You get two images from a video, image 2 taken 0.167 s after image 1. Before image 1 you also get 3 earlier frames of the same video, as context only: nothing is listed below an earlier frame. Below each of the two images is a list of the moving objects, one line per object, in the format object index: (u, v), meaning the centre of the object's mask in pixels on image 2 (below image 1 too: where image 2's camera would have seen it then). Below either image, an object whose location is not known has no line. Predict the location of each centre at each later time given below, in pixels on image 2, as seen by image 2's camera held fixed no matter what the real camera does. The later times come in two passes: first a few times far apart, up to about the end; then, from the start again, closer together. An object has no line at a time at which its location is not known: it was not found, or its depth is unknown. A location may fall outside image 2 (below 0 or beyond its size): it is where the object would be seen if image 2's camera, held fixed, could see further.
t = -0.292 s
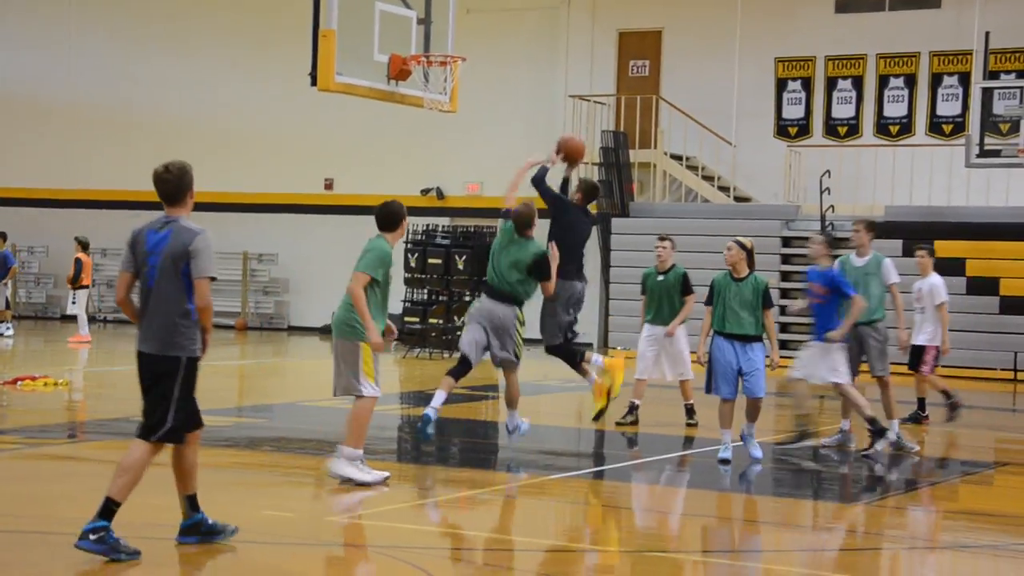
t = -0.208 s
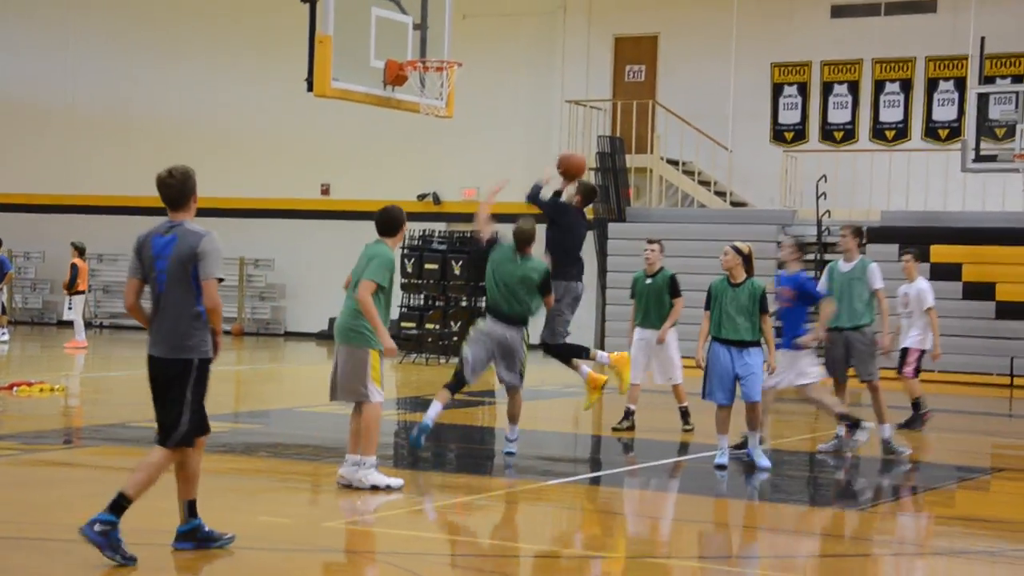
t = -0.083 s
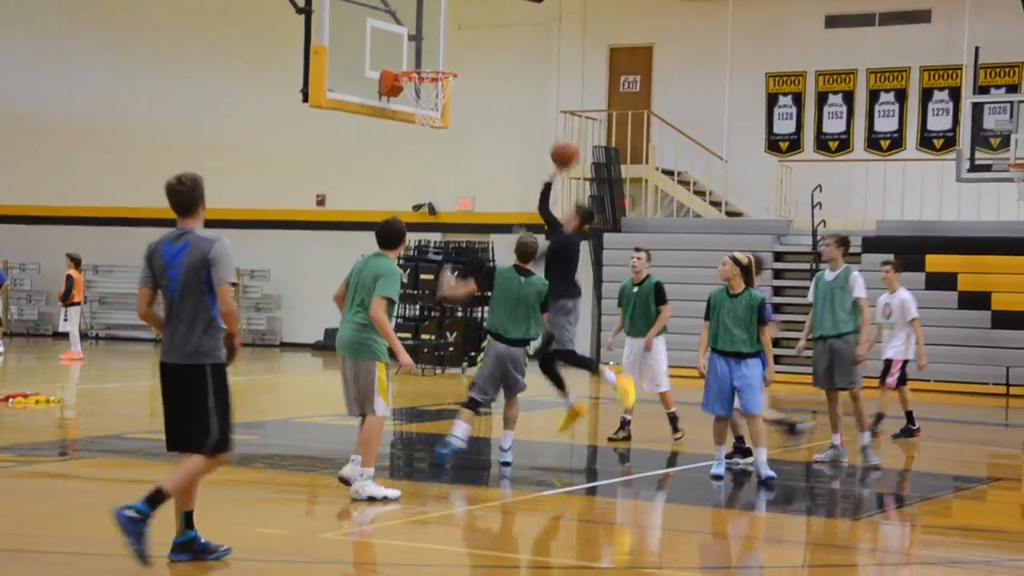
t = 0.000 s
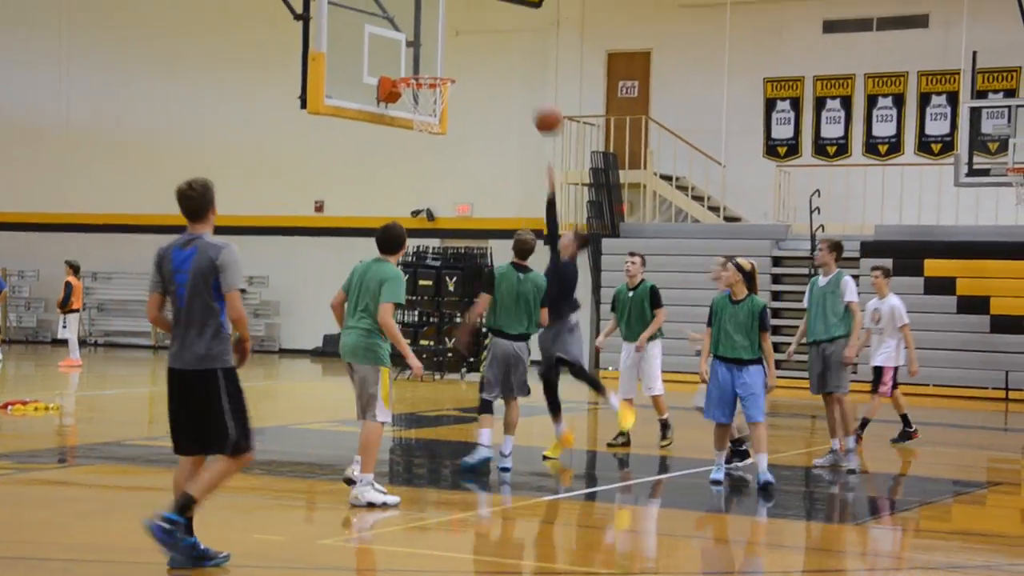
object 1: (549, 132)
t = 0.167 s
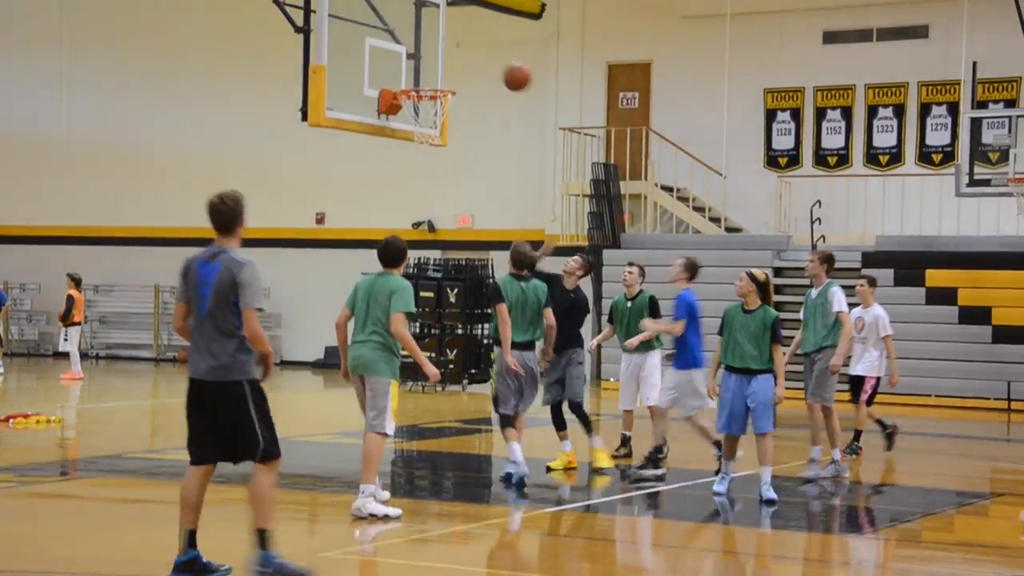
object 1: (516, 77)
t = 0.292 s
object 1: (492, 58)
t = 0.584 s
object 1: (433, 82)
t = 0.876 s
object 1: (384, 185)
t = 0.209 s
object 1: (508, 68)
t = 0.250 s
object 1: (500, 62)
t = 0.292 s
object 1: (492, 58)
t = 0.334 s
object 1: (484, 55)
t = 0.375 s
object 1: (476, 55)
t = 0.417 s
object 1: (467, 56)
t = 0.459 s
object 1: (459, 61)
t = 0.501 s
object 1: (450, 67)
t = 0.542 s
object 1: (441, 75)
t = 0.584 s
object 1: (433, 82)
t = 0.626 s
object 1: (427, 100)
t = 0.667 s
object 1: (416, 112)
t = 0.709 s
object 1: (408, 125)
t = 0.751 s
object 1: (403, 137)
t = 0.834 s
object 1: (390, 167)
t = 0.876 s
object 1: (384, 185)
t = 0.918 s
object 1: (379, 205)
